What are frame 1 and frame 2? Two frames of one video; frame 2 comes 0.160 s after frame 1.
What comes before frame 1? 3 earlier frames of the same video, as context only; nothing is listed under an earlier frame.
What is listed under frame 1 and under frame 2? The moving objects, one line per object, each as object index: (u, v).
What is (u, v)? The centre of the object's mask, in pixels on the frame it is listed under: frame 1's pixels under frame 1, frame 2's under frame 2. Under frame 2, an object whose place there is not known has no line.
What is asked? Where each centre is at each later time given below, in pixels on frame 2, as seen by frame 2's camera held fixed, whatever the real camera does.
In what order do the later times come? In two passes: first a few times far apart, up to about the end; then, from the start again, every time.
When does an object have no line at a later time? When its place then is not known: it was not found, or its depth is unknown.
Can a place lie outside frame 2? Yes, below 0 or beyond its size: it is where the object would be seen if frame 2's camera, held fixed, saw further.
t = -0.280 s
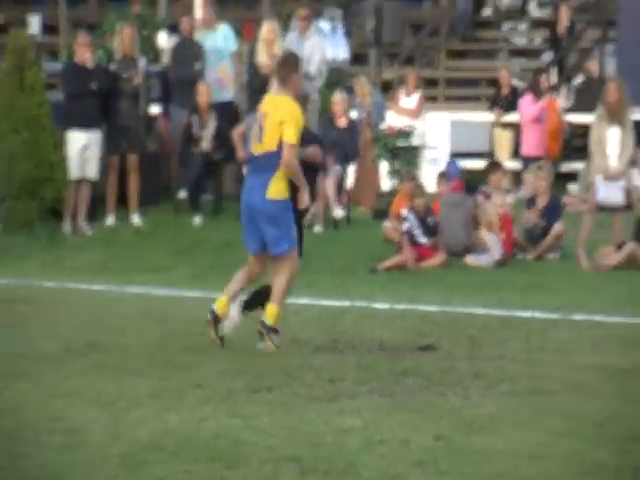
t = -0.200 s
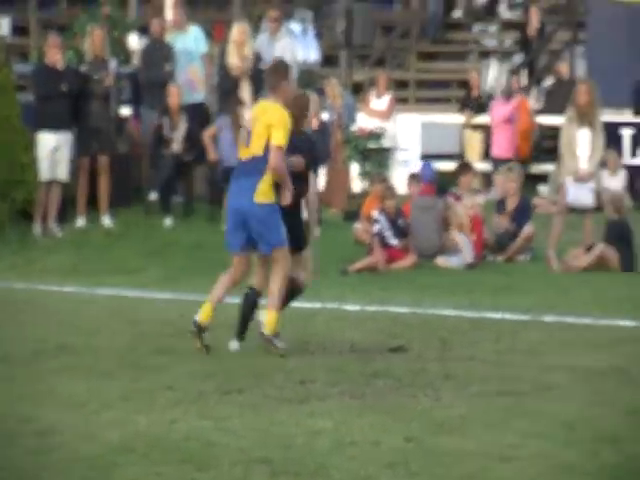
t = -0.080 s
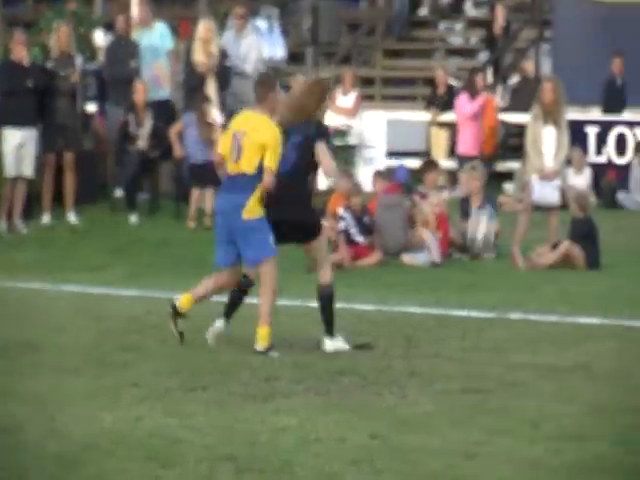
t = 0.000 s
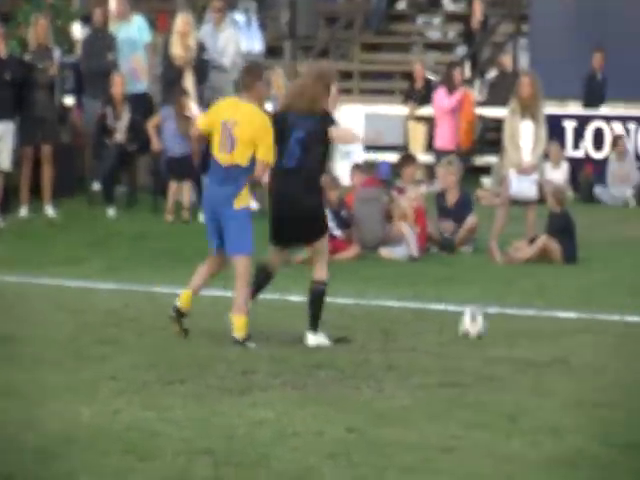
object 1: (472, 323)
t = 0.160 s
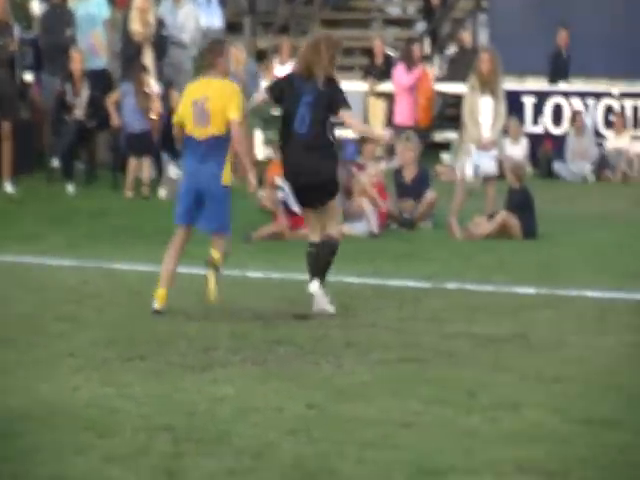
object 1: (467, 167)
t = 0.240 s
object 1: (487, 120)
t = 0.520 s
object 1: (547, 34)
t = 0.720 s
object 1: (587, 35)
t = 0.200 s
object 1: (476, 147)
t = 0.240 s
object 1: (487, 120)
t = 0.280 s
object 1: (494, 95)
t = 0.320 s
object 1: (503, 78)
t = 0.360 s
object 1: (513, 62)
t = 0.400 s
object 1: (521, 47)
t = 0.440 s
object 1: (529, 38)
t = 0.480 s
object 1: (538, 35)
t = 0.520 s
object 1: (547, 34)
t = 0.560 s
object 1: (555, 33)
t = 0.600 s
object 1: (563, 29)
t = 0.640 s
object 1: (571, 29)
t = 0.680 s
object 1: (580, 30)
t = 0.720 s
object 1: (587, 35)
